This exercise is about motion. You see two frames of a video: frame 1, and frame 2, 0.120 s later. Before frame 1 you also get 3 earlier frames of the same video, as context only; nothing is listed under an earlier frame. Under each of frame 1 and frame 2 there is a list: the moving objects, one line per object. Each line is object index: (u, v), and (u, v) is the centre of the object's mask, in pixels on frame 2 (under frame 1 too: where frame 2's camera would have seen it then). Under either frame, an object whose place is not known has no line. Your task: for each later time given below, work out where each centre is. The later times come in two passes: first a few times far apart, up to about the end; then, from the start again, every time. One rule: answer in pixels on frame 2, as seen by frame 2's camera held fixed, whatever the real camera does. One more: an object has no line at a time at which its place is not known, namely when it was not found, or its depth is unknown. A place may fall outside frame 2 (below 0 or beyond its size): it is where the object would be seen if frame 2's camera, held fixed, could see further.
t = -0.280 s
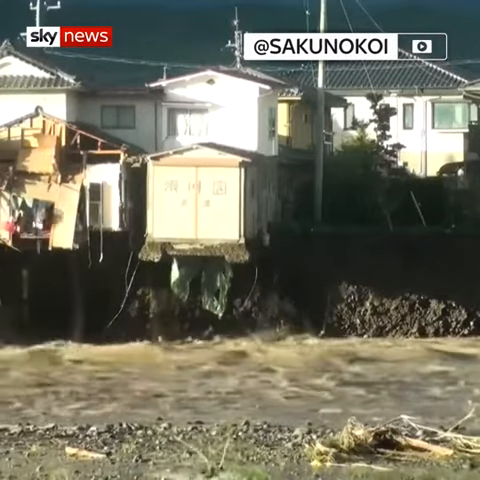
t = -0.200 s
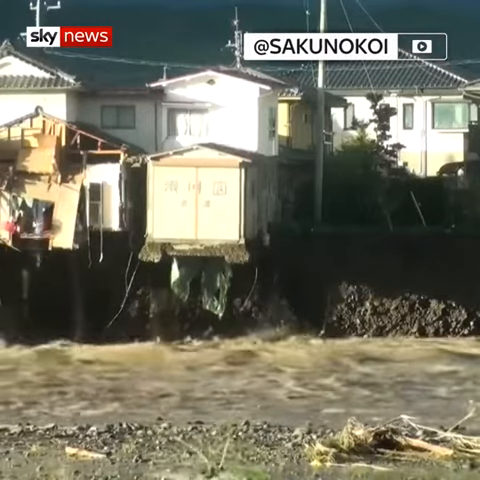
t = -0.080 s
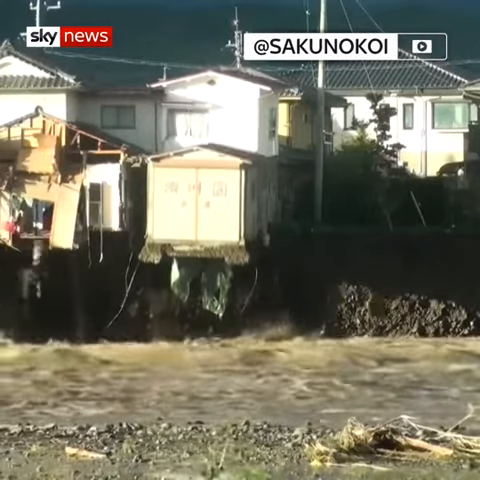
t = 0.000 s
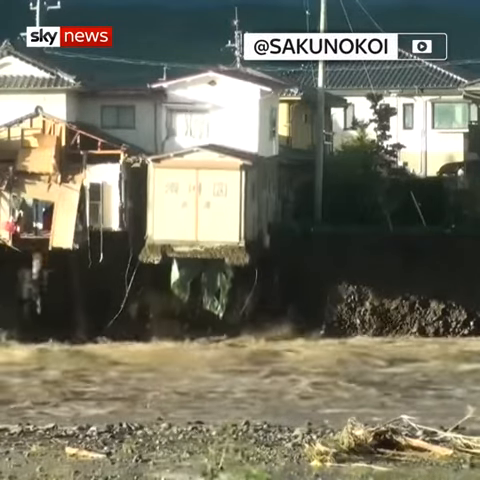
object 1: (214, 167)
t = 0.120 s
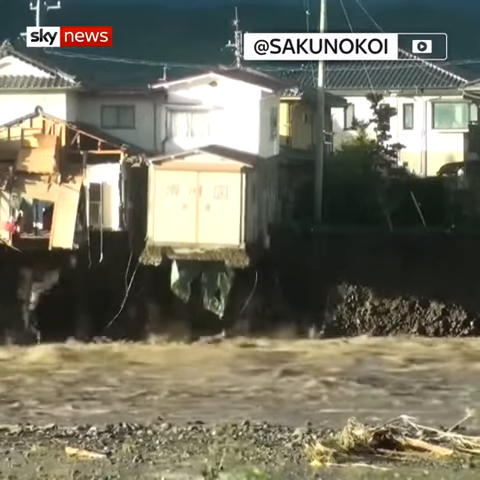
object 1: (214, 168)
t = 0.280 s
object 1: (215, 170)
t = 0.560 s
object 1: (216, 173)
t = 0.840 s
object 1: (218, 181)
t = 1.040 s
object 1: (220, 189)
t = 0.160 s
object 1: (214, 168)
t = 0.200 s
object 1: (214, 169)
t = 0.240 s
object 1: (214, 170)
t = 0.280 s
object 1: (215, 170)
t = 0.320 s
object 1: (215, 170)
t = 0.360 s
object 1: (215, 171)
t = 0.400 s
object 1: (215, 171)
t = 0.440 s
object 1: (215, 172)
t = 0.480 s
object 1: (215, 172)
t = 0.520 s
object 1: (216, 173)
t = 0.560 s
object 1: (216, 173)
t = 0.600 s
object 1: (216, 174)
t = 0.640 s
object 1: (216, 175)
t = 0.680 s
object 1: (216, 175)
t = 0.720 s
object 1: (217, 177)
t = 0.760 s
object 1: (217, 178)
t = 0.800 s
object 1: (218, 179)
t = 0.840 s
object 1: (218, 181)
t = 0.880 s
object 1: (218, 183)
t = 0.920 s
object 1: (219, 185)
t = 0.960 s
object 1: (219, 186)
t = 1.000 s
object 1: (219, 186)
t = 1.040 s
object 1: (220, 189)
